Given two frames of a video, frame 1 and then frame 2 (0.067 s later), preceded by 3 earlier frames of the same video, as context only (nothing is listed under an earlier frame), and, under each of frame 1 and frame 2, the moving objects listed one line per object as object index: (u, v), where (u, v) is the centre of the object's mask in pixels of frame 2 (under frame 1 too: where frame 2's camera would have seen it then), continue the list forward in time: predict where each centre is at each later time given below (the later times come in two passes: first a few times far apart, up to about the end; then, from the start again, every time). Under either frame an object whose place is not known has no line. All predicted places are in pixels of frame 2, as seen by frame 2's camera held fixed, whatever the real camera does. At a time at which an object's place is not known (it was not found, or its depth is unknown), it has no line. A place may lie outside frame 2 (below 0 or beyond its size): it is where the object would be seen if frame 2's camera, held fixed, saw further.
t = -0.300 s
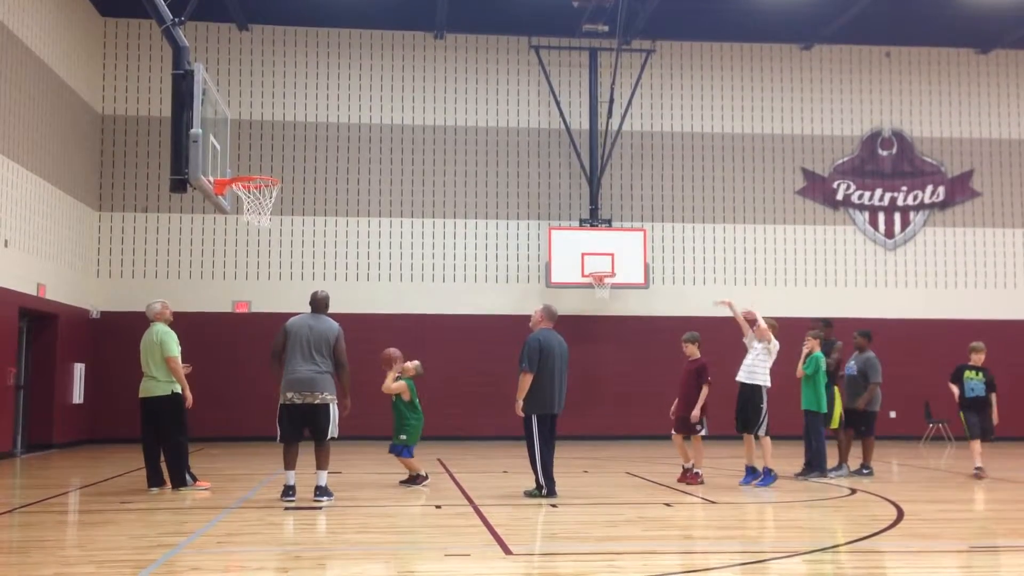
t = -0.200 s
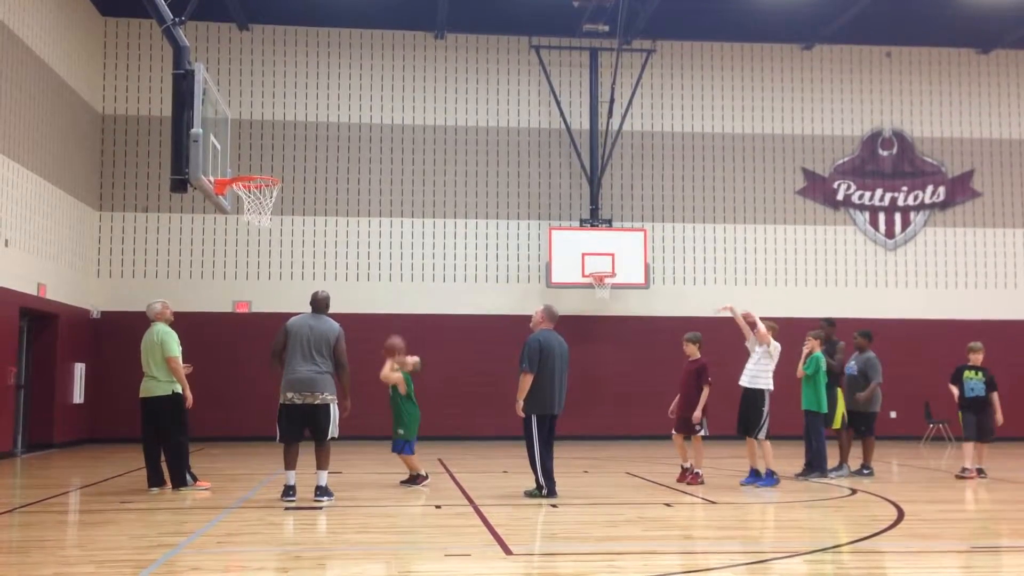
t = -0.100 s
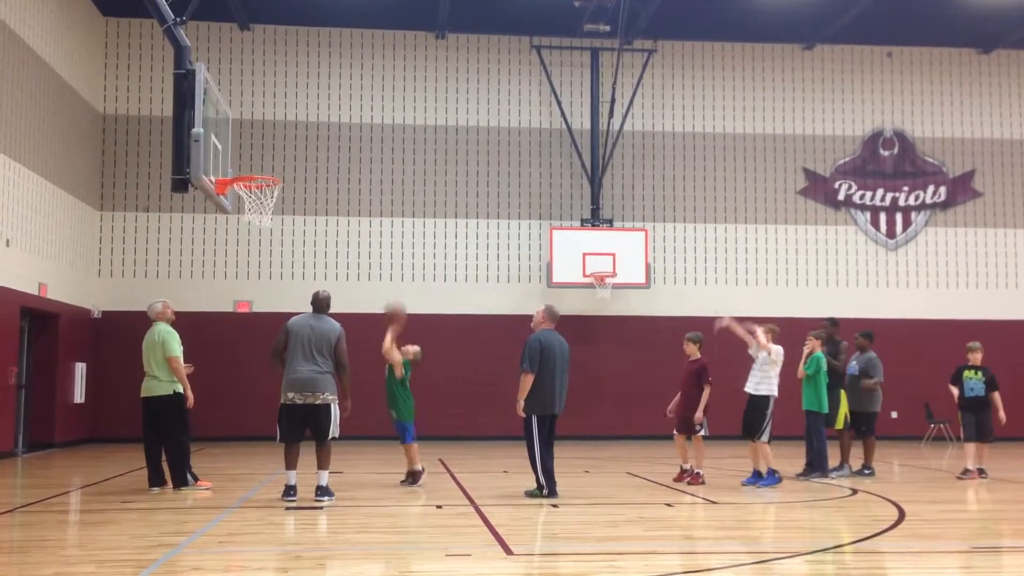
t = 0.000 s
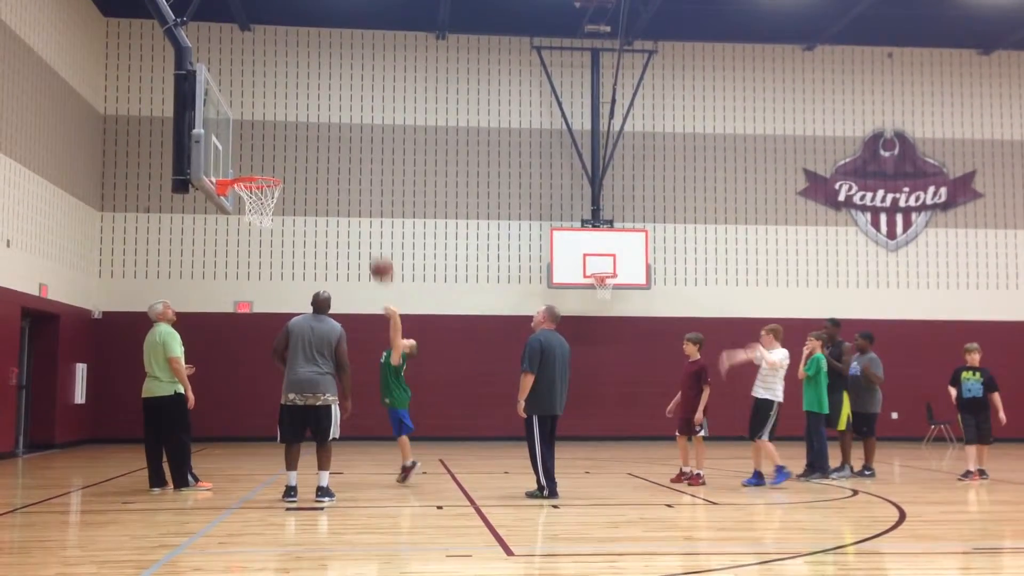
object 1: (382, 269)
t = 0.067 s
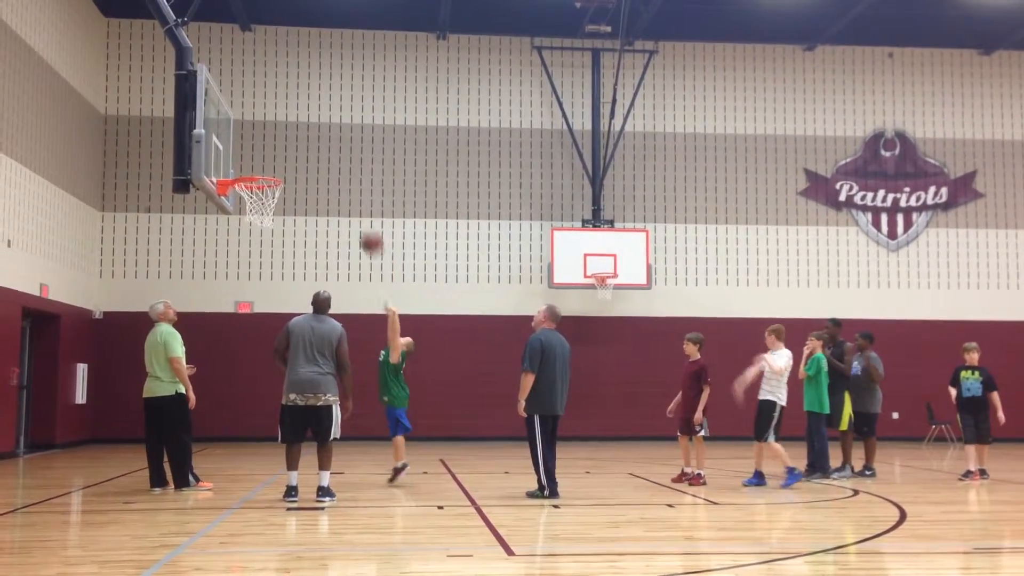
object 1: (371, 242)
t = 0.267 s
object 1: (340, 187)
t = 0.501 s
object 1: (302, 169)
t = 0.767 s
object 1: (309, 184)
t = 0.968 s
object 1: (332, 232)
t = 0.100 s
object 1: (366, 232)
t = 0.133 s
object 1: (361, 221)
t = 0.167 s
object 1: (356, 211)
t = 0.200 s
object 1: (351, 202)
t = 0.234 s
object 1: (345, 195)
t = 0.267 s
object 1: (340, 187)
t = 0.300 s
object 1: (335, 182)
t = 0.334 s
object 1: (329, 177)
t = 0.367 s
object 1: (324, 174)
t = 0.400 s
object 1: (318, 170)
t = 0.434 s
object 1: (314, 169)
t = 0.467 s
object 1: (308, 169)
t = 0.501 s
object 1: (302, 169)
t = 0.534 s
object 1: (296, 170)
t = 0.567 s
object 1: (291, 174)
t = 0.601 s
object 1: (290, 174)
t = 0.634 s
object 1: (295, 174)
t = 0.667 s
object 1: (298, 175)
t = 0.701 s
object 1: (302, 177)
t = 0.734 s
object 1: (306, 180)
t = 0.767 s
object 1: (309, 184)
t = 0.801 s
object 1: (313, 189)
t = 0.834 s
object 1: (317, 195)
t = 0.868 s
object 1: (320, 204)
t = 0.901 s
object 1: (324, 212)
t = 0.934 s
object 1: (328, 222)
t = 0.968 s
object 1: (332, 232)
